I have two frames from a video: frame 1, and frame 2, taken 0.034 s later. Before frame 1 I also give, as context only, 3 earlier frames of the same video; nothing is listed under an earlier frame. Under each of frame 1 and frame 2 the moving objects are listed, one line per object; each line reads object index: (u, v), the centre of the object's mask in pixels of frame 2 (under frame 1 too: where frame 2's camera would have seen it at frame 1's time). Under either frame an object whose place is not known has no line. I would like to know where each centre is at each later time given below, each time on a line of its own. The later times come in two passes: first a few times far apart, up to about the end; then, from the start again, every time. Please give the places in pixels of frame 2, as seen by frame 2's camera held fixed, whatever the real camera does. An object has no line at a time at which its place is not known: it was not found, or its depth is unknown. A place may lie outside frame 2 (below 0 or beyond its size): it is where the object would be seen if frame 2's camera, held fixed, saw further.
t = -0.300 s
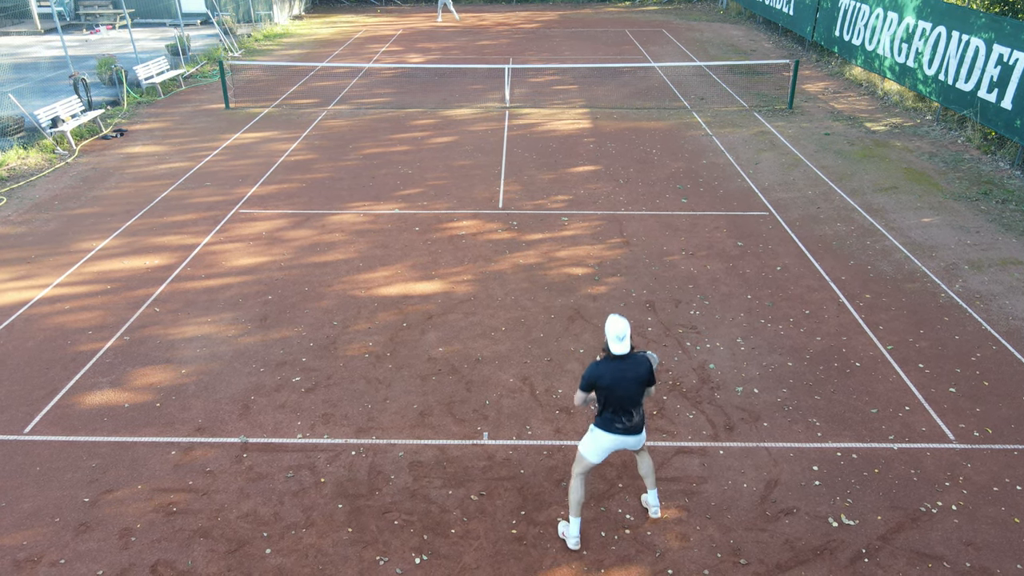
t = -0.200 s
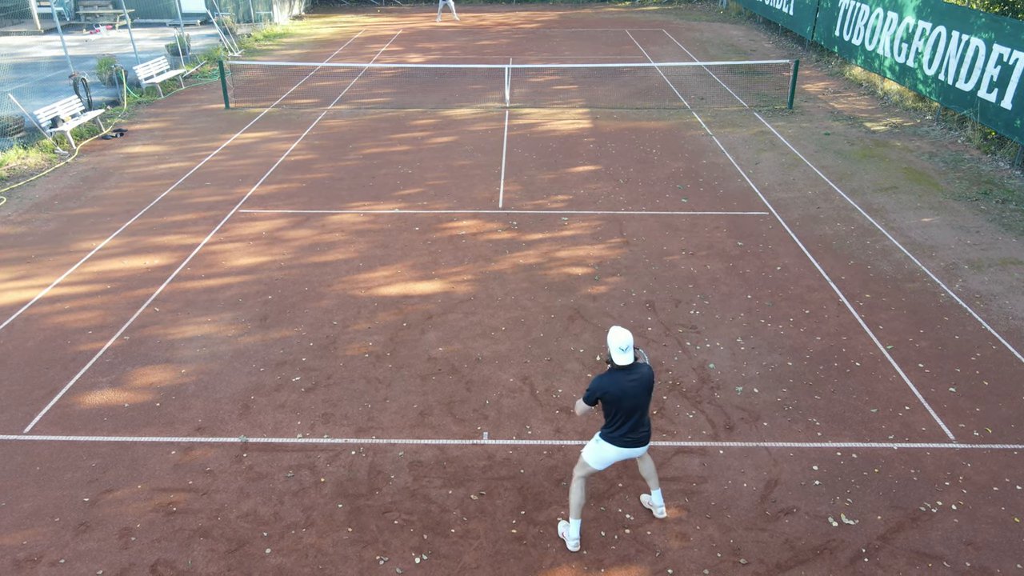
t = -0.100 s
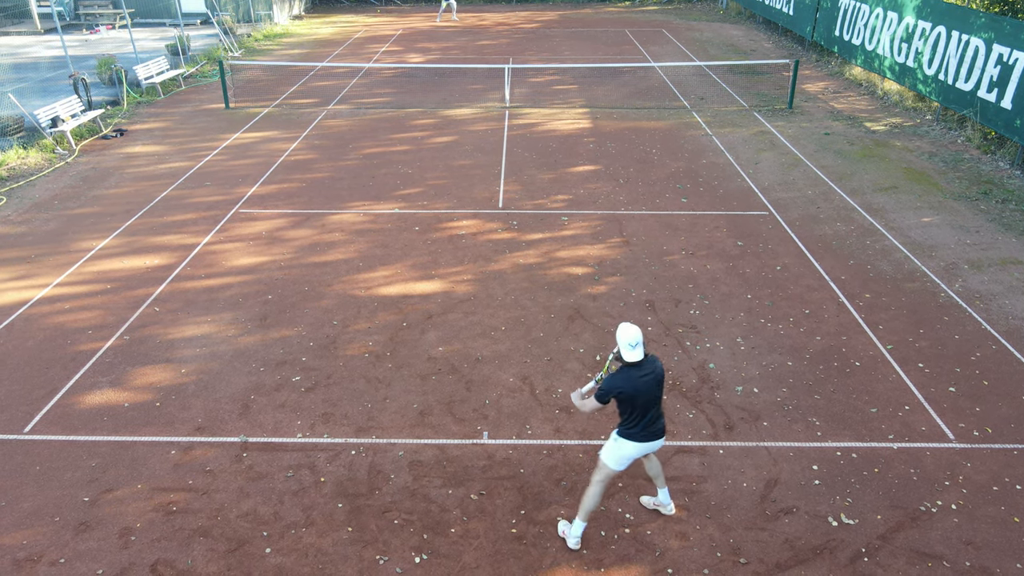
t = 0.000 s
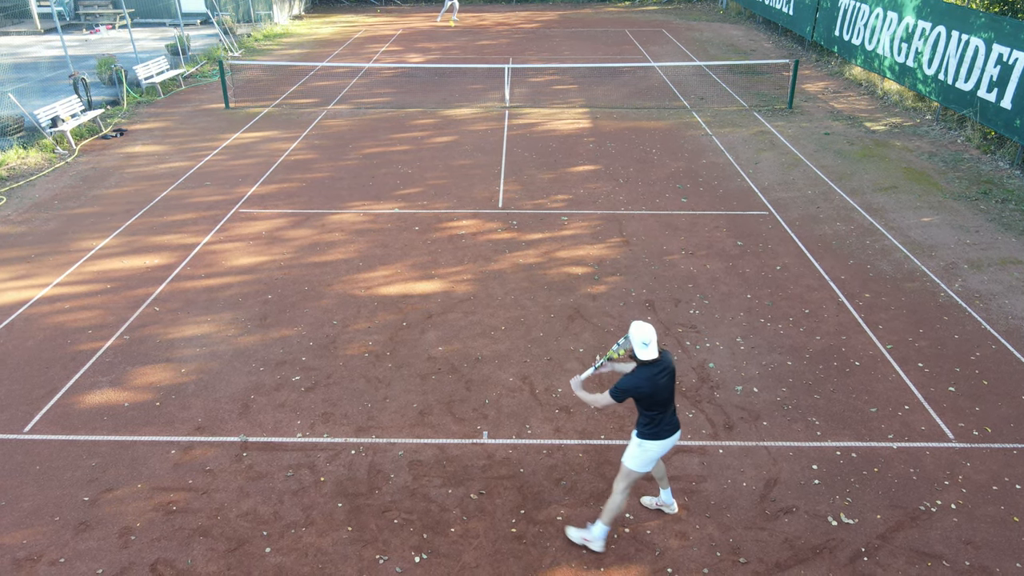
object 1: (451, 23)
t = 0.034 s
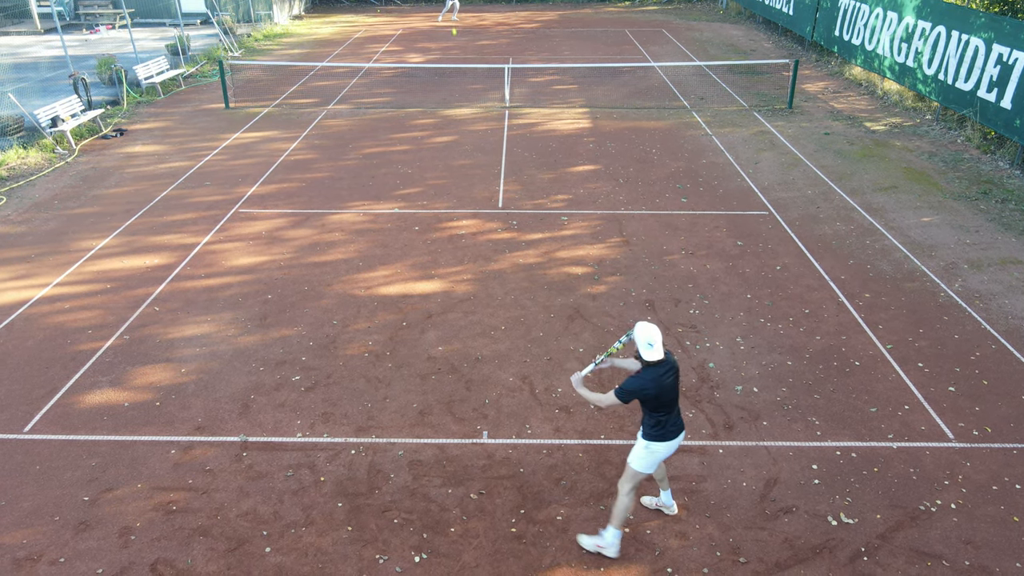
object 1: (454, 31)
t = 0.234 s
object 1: (474, 109)
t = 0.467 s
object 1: (510, 294)
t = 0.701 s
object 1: (544, 326)
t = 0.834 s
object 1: (572, 377)
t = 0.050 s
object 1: (455, 36)
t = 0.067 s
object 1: (457, 41)
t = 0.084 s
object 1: (458, 46)
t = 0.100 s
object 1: (460, 52)
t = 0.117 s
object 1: (461, 57)
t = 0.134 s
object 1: (463, 63)
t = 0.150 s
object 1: (465, 71)
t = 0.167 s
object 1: (466, 78)
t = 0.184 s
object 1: (468, 85)
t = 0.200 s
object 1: (470, 93)
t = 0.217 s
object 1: (472, 101)
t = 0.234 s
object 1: (474, 109)
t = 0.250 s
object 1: (476, 118)
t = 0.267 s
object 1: (478, 129)
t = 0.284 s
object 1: (481, 139)
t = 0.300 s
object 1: (483, 149)
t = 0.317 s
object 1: (485, 161)
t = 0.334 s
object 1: (488, 172)
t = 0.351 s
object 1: (490, 185)
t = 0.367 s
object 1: (493, 199)
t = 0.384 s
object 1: (496, 213)
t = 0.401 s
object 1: (498, 227)
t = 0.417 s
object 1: (502, 244)
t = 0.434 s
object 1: (504, 259)
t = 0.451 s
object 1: (507, 276)
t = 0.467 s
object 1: (510, 294)
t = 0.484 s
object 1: (513, 304)
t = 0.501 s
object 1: (515, 304)
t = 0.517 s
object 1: (517, 304)
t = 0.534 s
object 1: (519, 305)
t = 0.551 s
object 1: (521, 305)
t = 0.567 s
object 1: (524, 306)
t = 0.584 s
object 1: (526, 307)
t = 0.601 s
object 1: (528, 309)
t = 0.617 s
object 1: (531, 311)
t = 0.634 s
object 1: (533, 313)
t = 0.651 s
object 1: (536, 315)
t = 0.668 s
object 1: (538, 318)
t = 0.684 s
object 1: (541, 322)
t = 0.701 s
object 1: (544, 326)
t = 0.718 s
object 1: (547, 330)
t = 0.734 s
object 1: (550, 335)
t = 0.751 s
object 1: (554, 341)
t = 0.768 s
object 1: (557, 347)
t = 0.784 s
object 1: (560, 353)
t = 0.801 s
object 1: (564, 360)
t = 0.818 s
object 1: (568, 368)
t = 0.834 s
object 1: (572, 377)
